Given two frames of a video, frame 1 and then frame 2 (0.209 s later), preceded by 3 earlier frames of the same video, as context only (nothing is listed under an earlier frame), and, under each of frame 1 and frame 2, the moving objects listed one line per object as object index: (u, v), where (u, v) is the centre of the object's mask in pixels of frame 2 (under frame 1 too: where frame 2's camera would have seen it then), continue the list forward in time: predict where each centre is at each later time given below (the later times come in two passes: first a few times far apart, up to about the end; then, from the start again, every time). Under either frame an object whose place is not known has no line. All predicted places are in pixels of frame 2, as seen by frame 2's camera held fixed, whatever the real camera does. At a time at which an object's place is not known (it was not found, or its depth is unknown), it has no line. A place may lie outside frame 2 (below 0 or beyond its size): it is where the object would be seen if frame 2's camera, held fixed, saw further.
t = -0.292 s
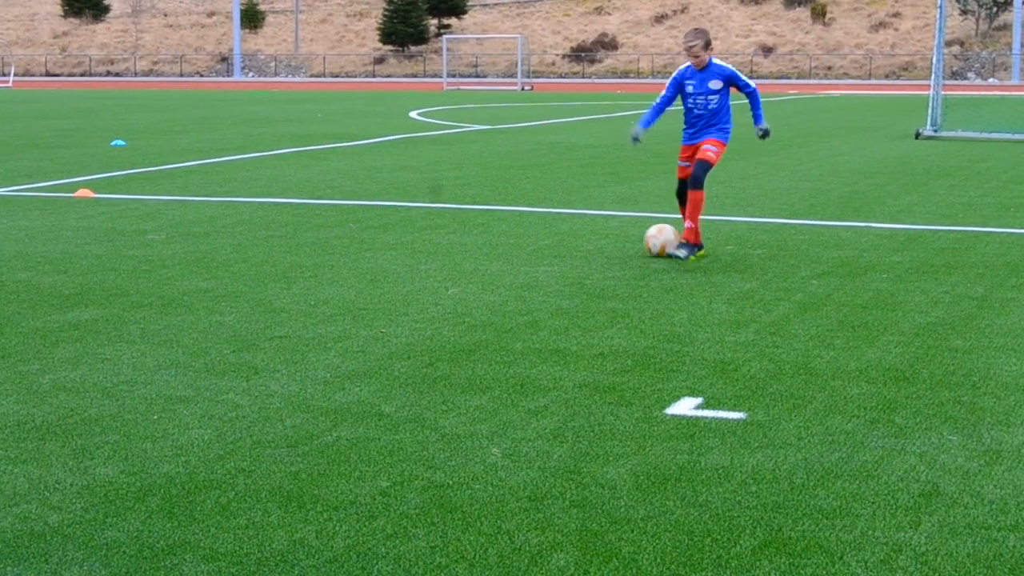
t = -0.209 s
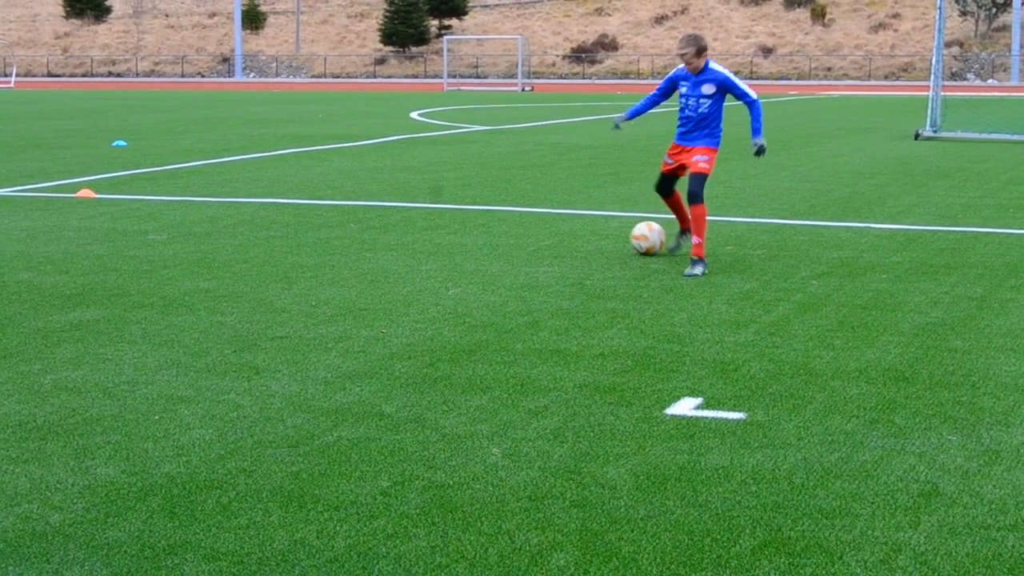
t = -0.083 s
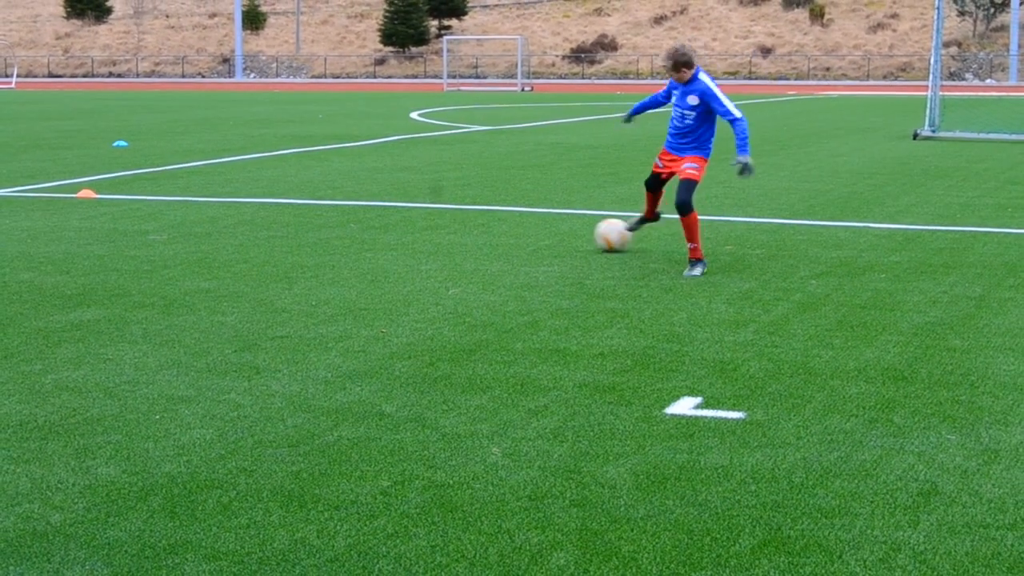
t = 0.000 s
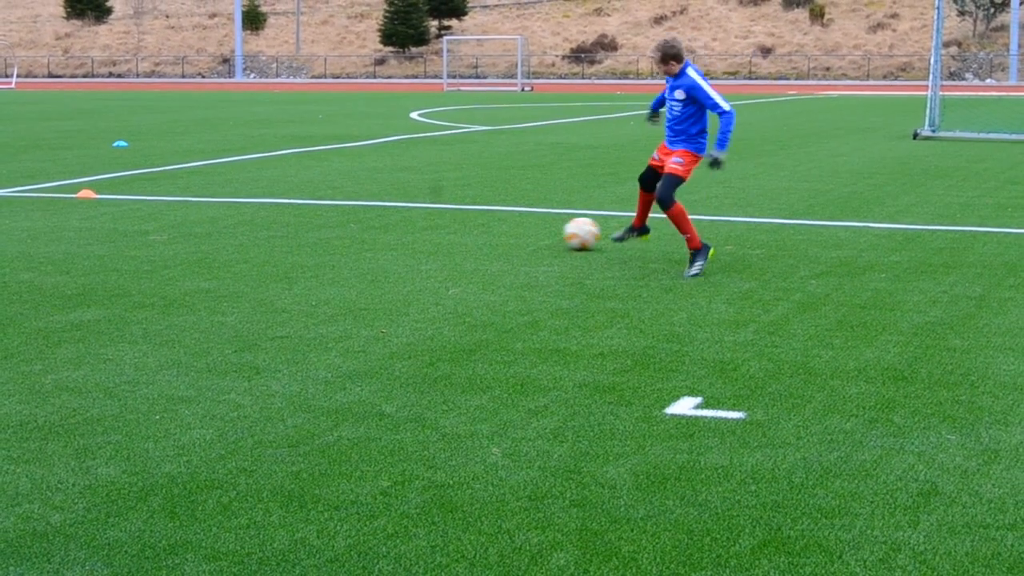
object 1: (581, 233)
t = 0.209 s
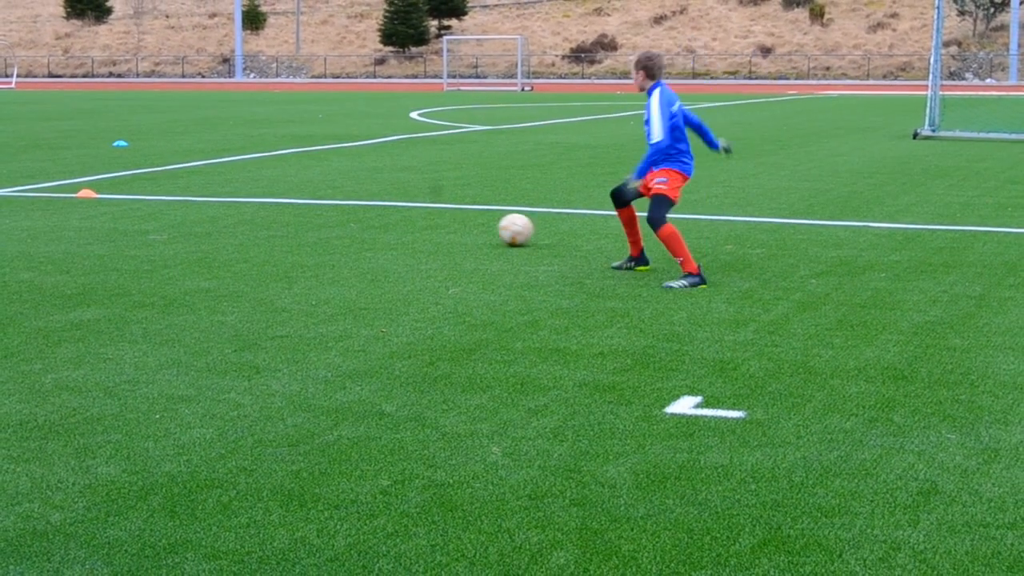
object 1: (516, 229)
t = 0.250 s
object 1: (504, 229)
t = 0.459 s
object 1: (447, 226)
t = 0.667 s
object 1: (396, 224)
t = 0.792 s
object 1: (368, 223)
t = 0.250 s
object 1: (504, 229)
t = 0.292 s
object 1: (491, 229)
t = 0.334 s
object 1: (480, 228)
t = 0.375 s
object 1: (468, 227)
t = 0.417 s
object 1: (458, 227)
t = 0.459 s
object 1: (447, 226)
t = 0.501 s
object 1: (437, 226)
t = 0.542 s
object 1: (426, 226)
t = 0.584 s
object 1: (416, 225)
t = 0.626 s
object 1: (406, 224)
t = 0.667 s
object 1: (396, 224)
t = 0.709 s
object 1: (386, 224)
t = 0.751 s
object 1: (377, 223)
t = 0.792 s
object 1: (368, 223)
